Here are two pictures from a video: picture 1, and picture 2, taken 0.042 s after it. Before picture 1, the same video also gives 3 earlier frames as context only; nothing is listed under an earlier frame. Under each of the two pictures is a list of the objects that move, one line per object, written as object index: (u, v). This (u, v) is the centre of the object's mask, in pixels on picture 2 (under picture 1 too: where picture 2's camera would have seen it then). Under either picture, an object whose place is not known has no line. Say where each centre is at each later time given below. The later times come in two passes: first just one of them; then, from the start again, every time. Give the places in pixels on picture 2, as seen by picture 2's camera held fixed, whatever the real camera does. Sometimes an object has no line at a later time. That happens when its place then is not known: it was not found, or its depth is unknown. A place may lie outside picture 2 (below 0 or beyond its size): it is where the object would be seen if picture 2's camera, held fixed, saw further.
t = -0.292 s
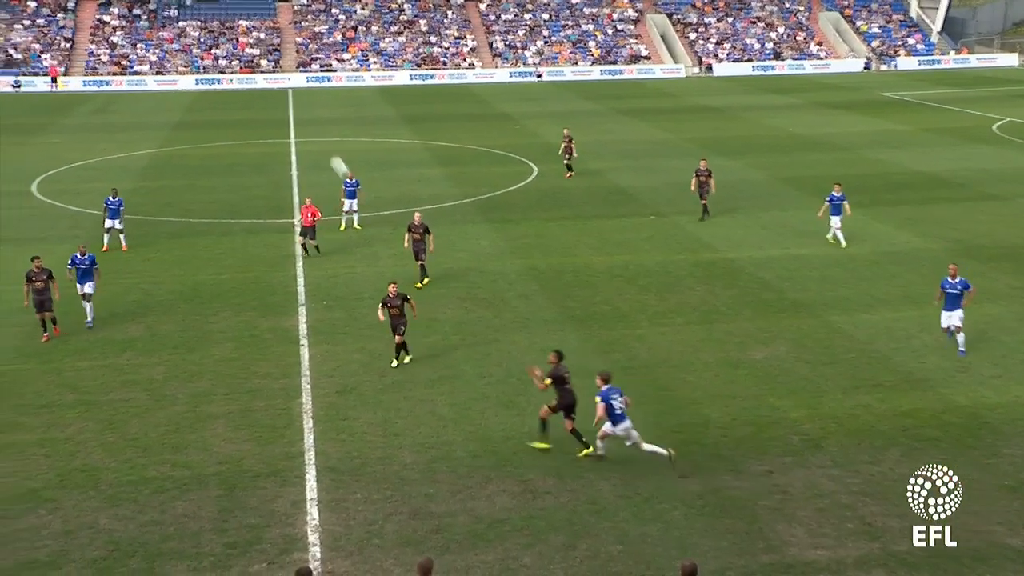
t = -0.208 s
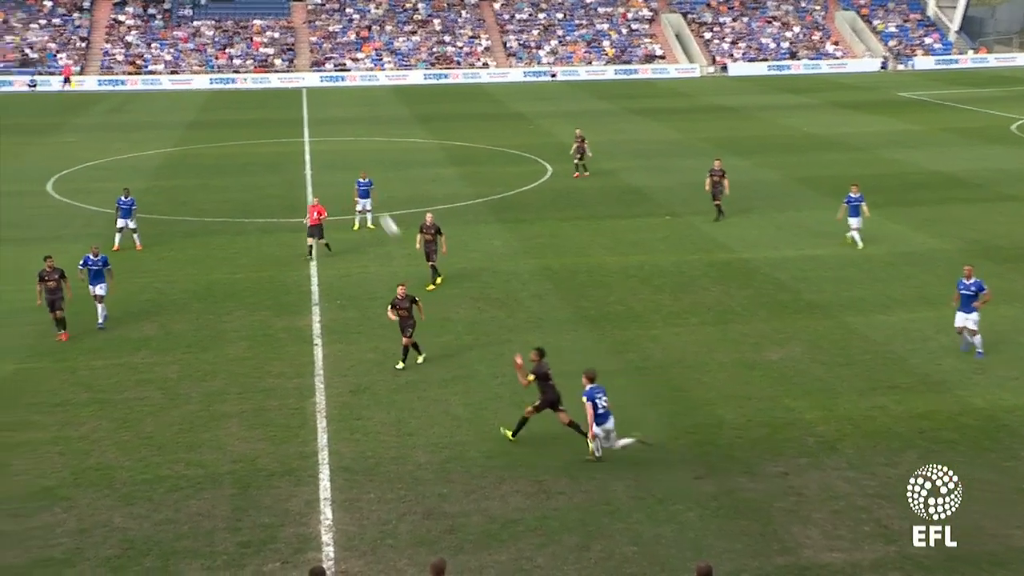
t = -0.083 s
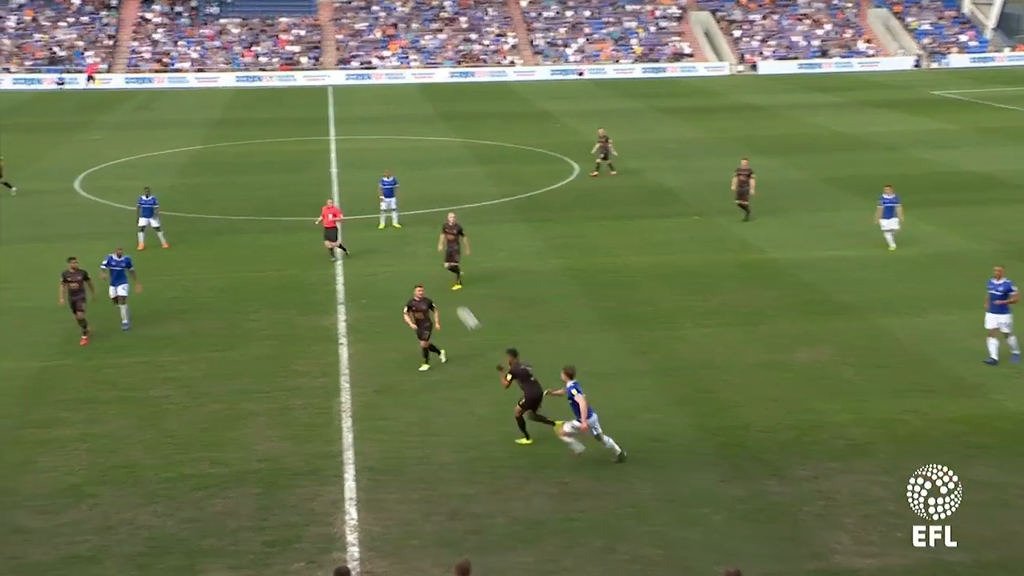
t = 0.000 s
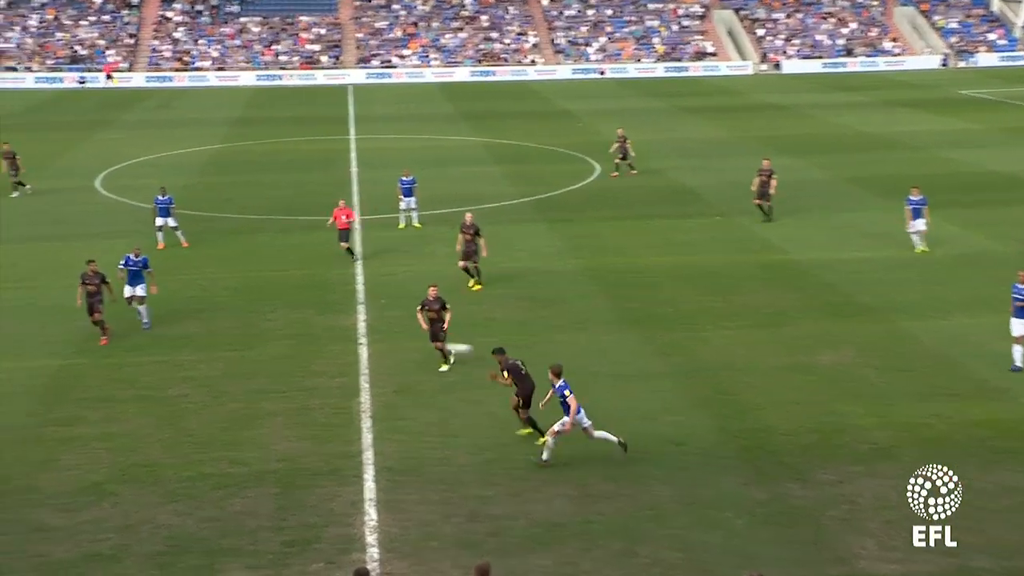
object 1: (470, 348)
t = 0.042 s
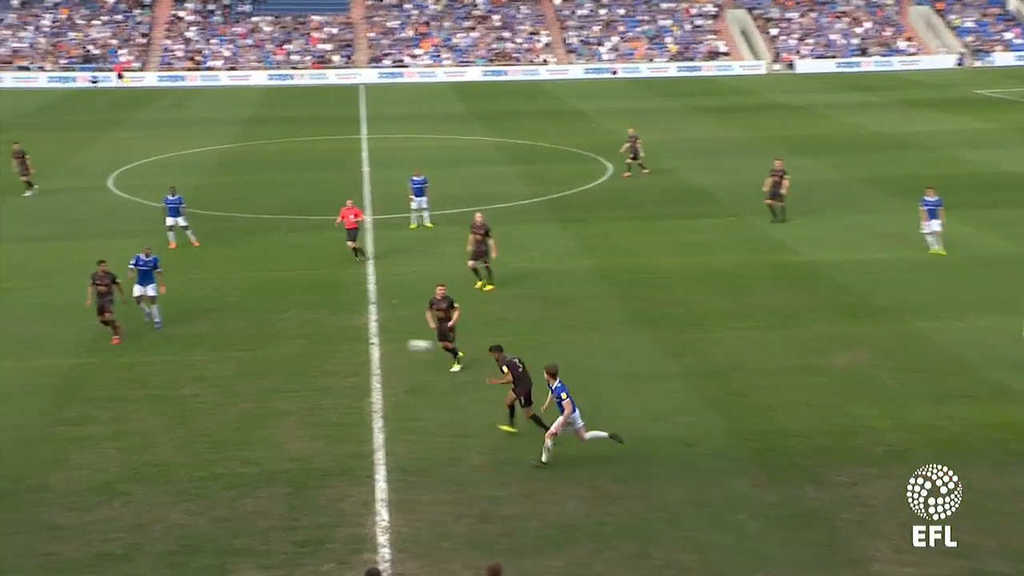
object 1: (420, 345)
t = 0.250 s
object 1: (197, 348)
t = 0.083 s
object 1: (371, 341)
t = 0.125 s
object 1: (325, 341)
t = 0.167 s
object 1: (280, 342)
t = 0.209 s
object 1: (238, 344)
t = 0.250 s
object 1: (197, 348)
